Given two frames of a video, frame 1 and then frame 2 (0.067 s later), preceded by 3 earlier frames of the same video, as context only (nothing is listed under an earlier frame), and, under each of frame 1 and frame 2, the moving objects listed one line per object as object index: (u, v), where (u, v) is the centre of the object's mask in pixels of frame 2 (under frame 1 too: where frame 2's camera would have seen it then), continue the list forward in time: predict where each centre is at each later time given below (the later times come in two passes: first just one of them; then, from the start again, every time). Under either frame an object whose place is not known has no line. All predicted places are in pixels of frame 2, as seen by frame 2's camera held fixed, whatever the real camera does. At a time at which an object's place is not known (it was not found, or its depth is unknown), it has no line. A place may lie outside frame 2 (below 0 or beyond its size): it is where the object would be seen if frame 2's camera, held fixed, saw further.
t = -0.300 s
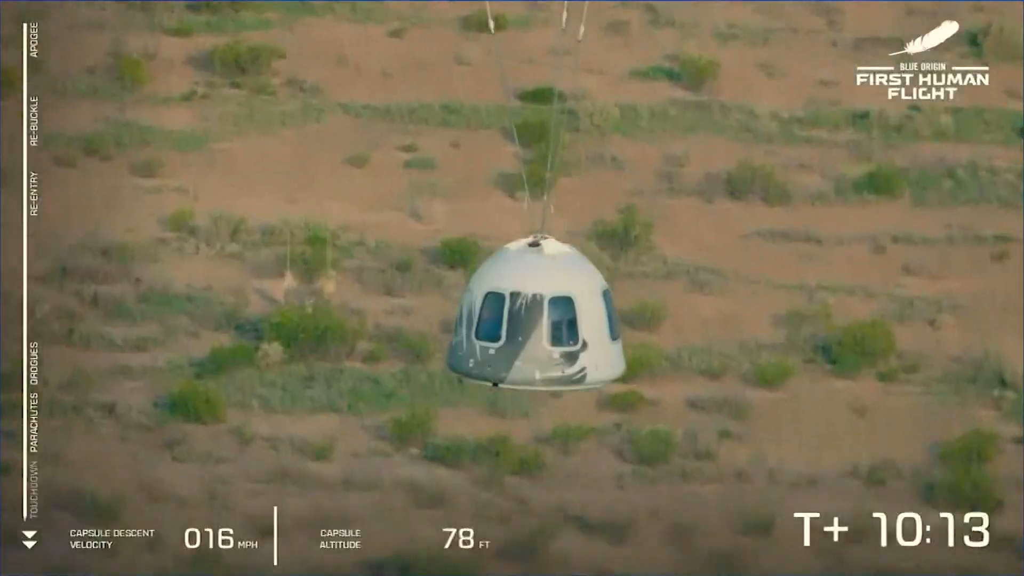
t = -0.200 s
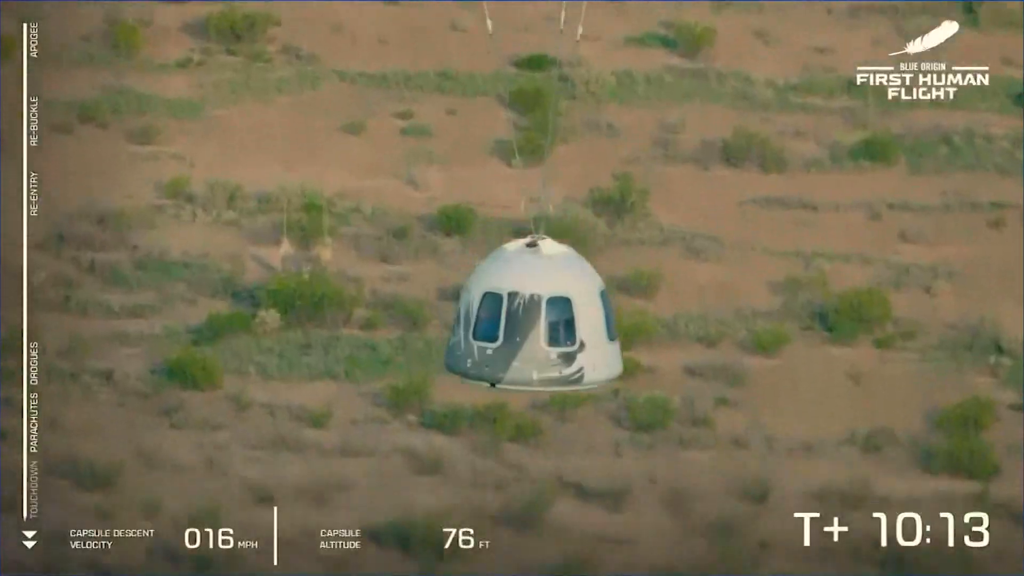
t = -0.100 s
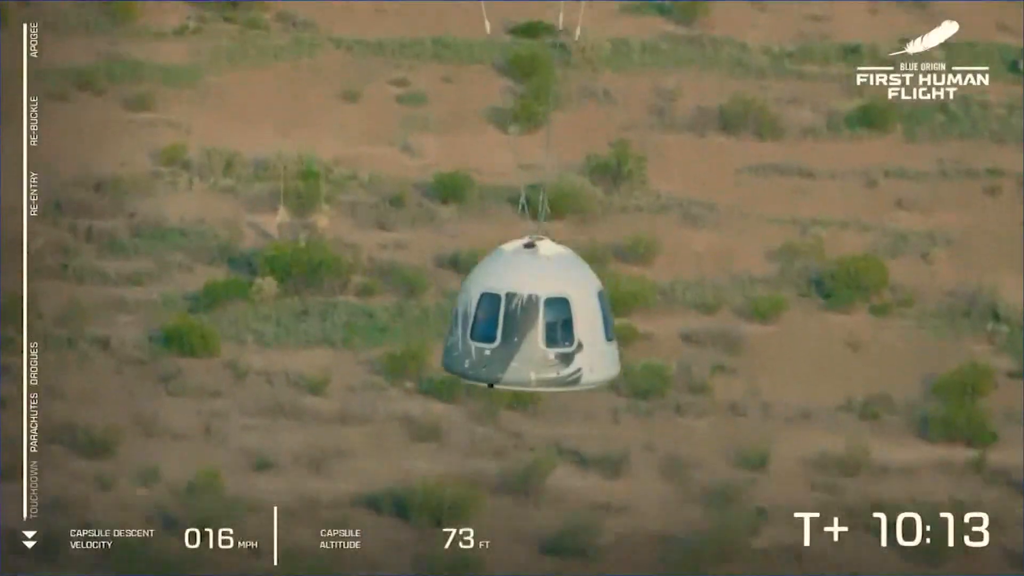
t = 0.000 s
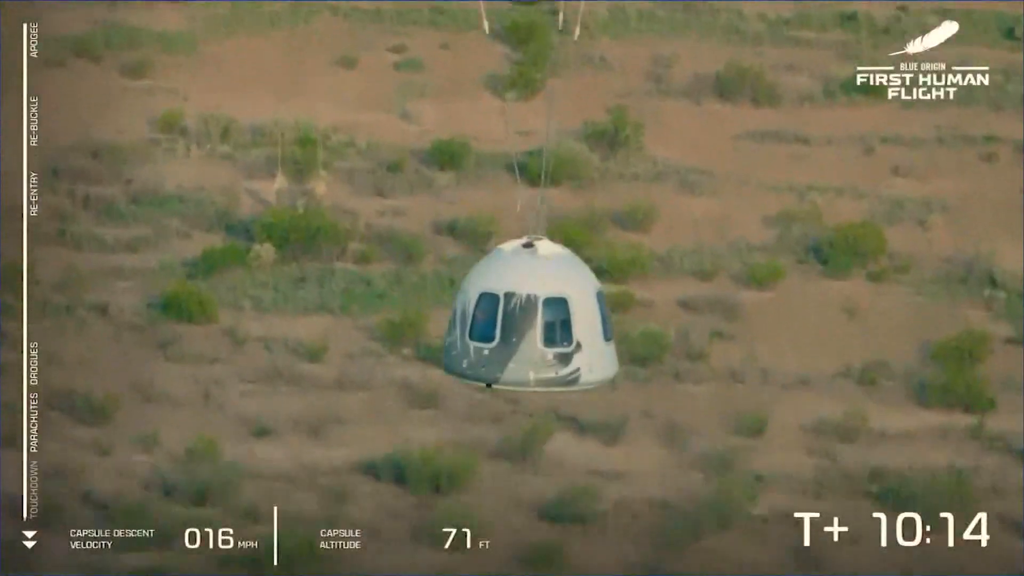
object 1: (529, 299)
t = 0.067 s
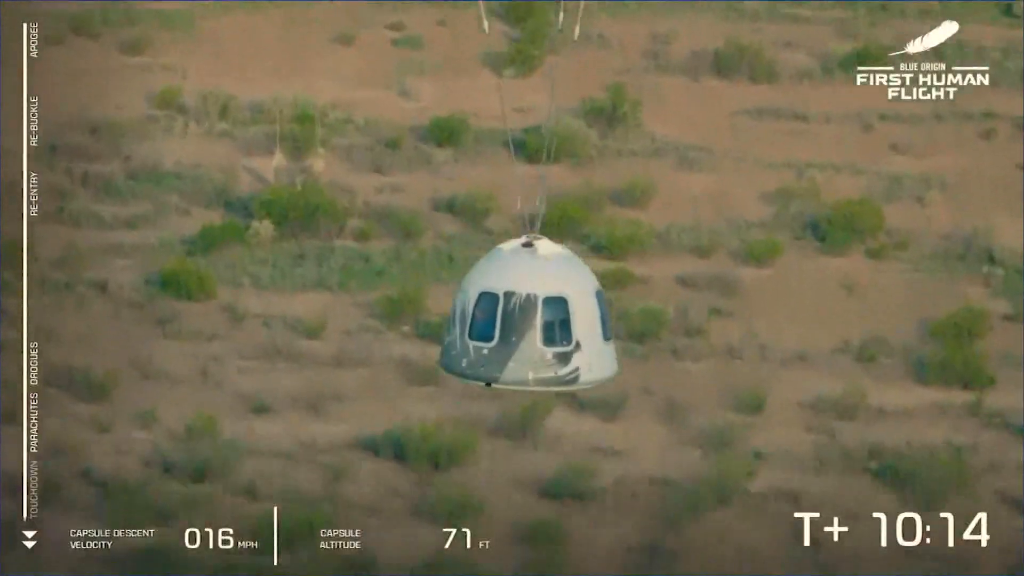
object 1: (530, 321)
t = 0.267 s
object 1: (531, 387)
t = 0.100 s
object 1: (531, 332)
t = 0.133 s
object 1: (531, 342)
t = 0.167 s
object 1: (531, 354)
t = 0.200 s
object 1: (531, 365)
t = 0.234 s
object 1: (531, 376)
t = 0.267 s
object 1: (531, 387)
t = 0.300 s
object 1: (531, 398)
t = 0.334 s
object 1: (532, 410)
